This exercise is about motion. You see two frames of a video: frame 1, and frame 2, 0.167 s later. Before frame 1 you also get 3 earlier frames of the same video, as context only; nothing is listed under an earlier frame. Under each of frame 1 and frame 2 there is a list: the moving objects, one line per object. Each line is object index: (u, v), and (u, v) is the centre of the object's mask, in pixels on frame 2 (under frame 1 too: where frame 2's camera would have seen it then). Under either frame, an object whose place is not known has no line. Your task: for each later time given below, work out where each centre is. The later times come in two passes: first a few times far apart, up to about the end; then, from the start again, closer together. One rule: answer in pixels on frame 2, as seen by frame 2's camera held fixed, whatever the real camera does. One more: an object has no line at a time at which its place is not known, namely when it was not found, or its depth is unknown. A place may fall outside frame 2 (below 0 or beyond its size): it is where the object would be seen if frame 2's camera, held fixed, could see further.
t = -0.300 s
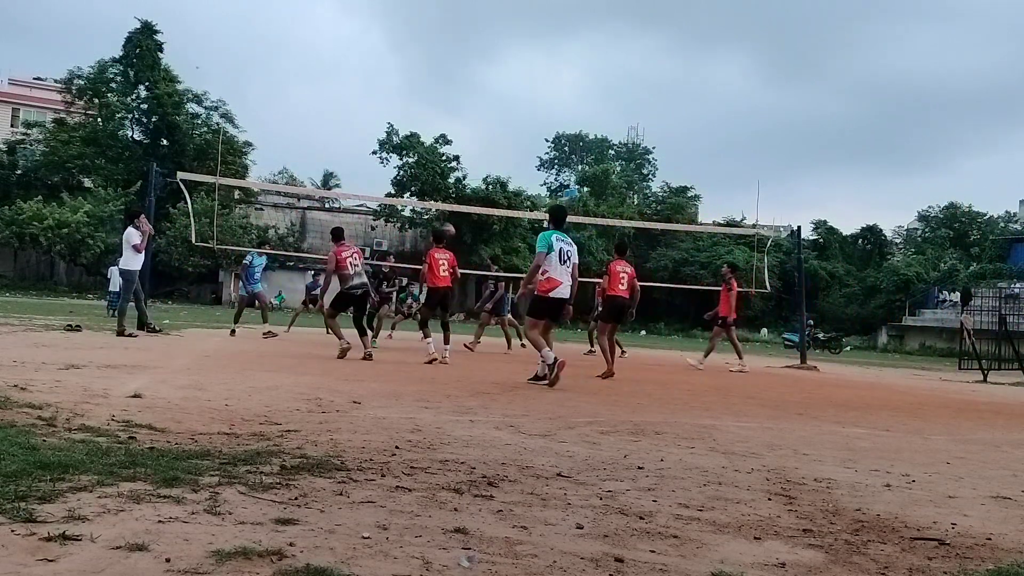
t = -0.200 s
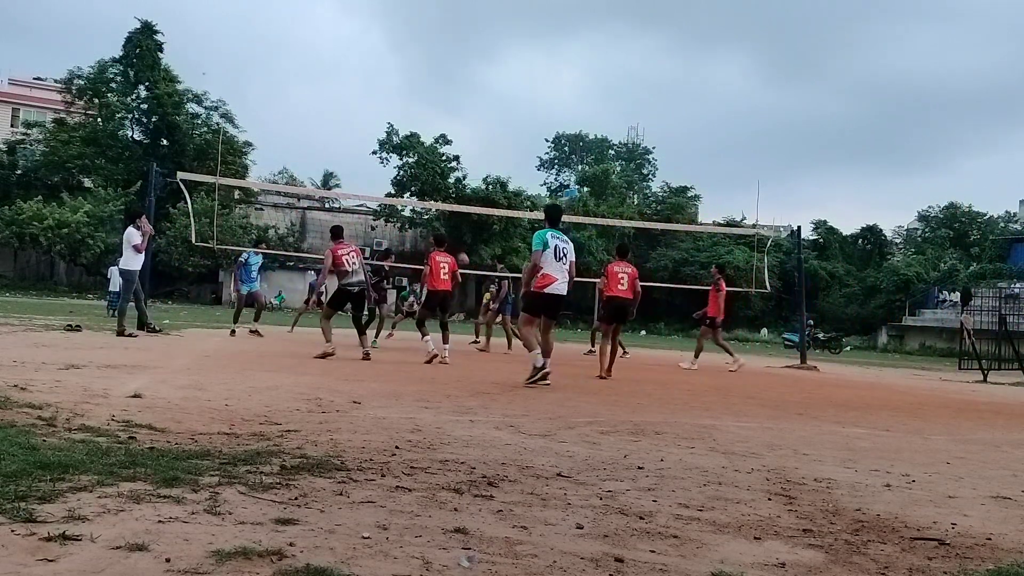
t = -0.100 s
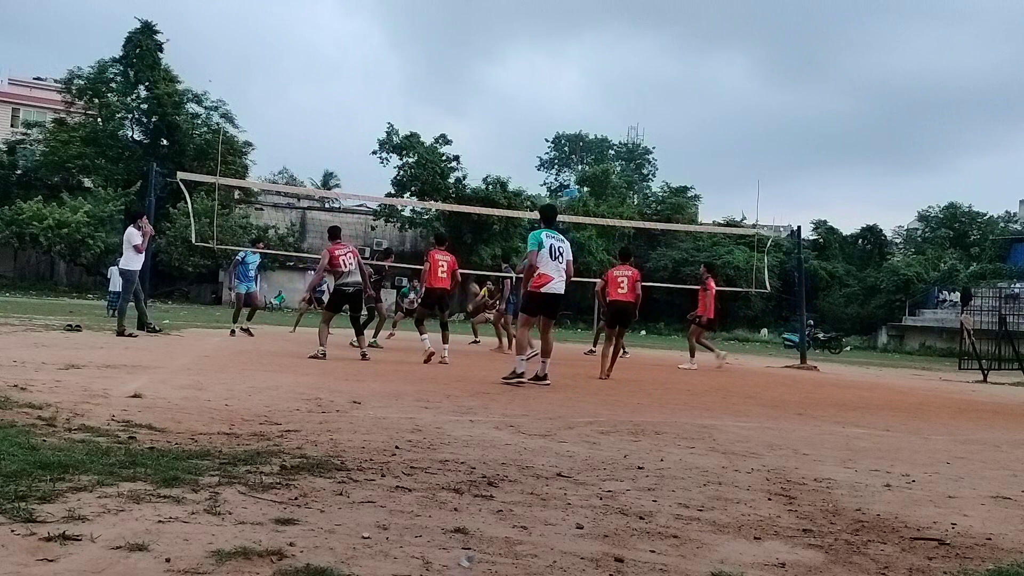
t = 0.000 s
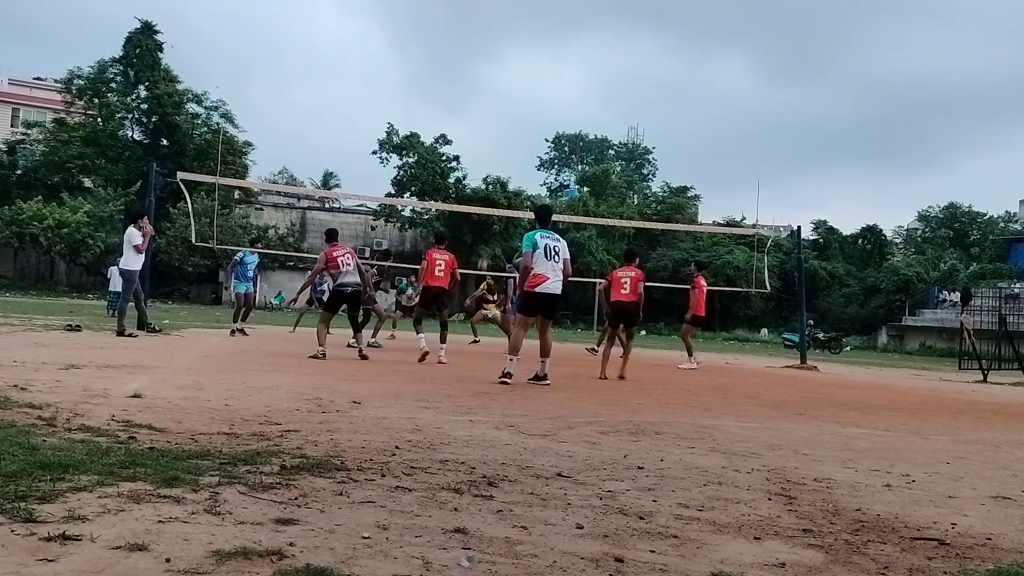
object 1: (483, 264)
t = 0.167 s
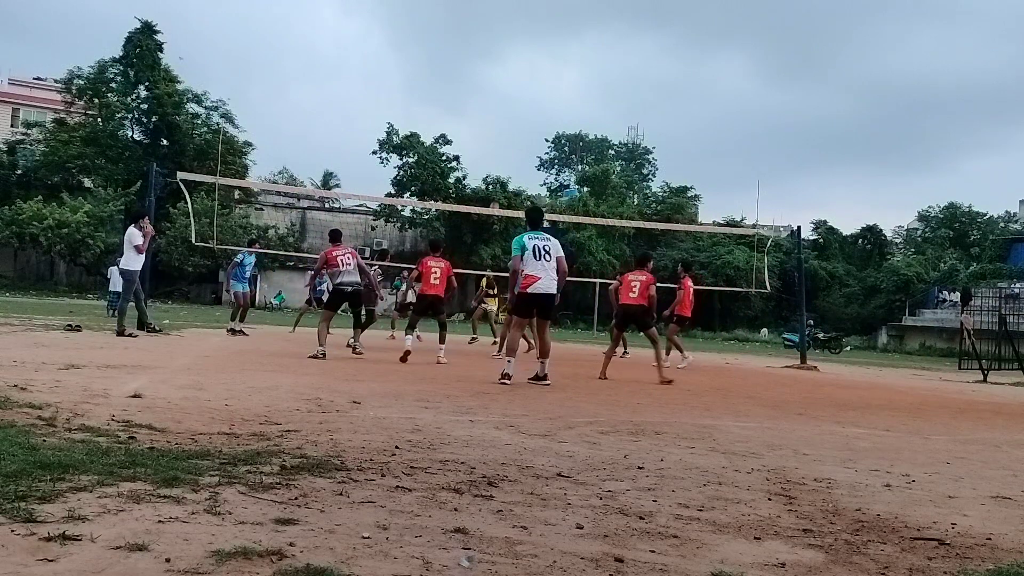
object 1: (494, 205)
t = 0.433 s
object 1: (513, 141)
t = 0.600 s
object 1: (525, 115)
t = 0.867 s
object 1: (544, 99)
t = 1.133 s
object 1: (562, 116)
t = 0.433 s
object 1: (513, 141)
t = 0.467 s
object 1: (515, 135)
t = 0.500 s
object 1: (518, 129)
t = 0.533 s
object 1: (520, 124)
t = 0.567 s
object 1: (523, 120)
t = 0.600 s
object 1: (525, 115)
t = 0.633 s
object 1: (528, 112)
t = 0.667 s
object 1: (530, 108)
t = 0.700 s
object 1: (532, 105)
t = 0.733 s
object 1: (535, 103)
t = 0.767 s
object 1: (537, 102)
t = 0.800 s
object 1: (539, 100)
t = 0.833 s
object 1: (541, 99)
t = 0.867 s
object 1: (544, 99)
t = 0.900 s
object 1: (546, 99)
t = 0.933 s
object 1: (548, 100)
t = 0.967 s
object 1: (551, 102)
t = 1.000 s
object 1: (553, 103)
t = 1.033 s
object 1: (555, 105)
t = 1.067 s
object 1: (557, 108)
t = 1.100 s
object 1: (559, 112)
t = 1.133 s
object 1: (562, 116)
